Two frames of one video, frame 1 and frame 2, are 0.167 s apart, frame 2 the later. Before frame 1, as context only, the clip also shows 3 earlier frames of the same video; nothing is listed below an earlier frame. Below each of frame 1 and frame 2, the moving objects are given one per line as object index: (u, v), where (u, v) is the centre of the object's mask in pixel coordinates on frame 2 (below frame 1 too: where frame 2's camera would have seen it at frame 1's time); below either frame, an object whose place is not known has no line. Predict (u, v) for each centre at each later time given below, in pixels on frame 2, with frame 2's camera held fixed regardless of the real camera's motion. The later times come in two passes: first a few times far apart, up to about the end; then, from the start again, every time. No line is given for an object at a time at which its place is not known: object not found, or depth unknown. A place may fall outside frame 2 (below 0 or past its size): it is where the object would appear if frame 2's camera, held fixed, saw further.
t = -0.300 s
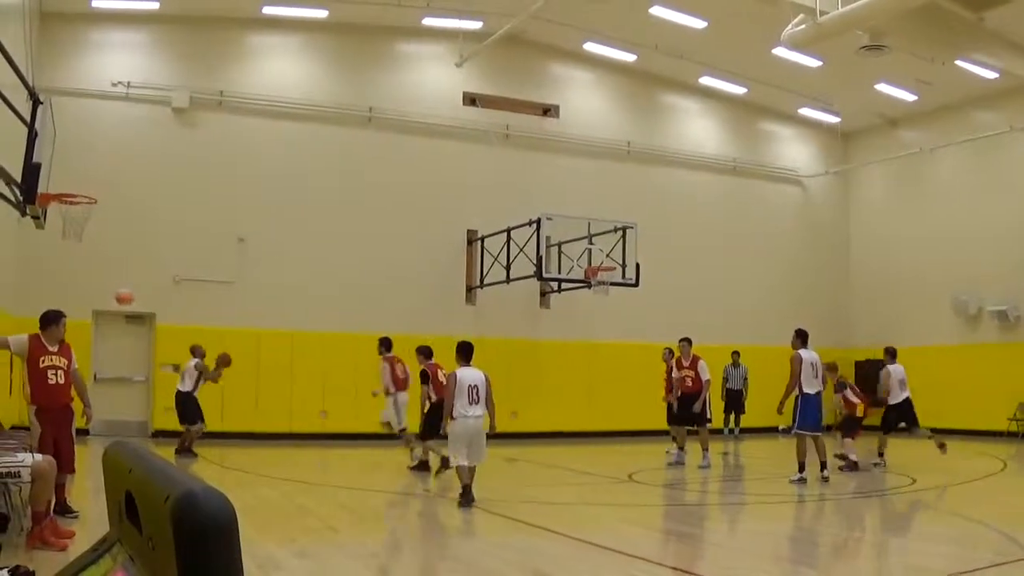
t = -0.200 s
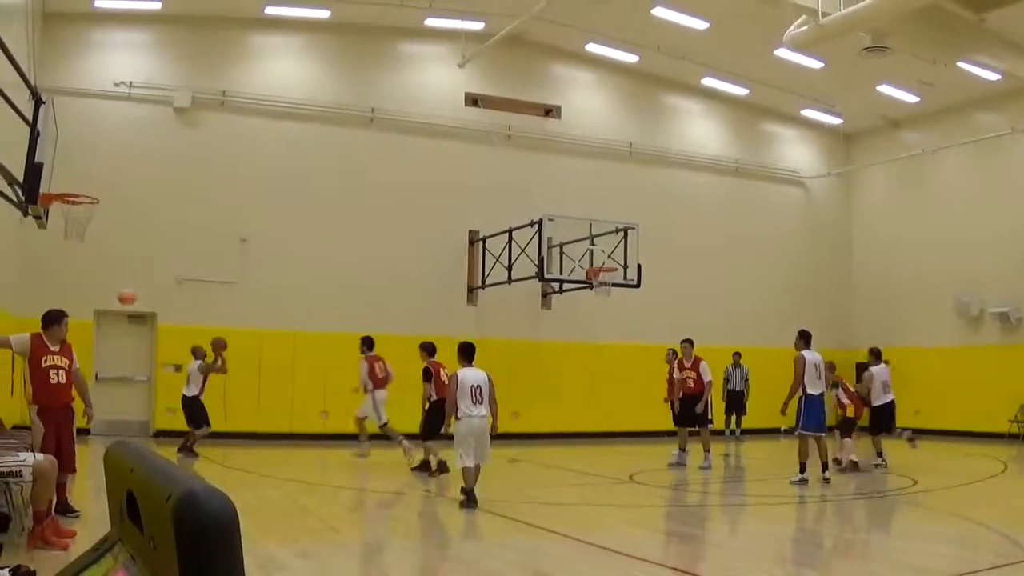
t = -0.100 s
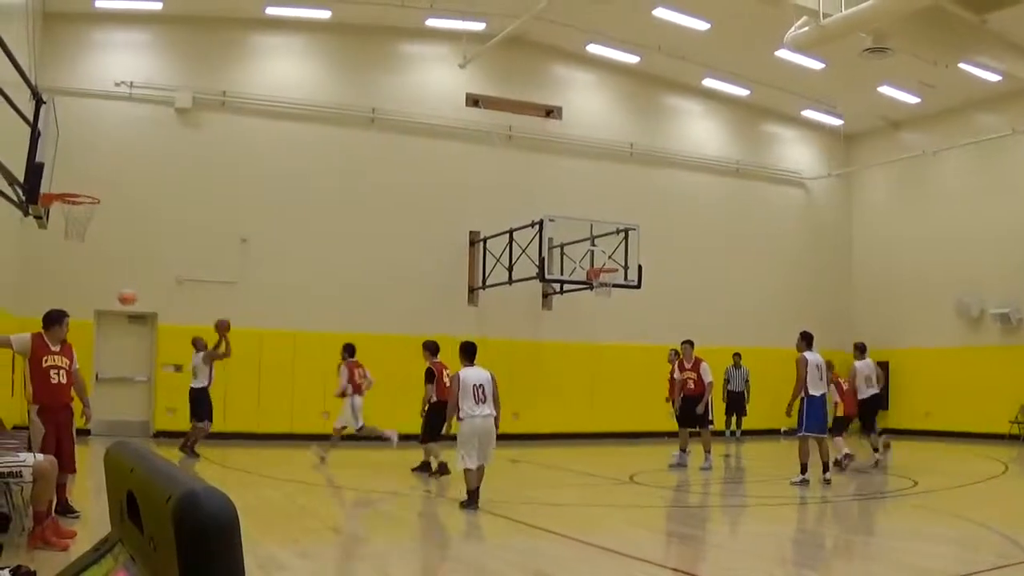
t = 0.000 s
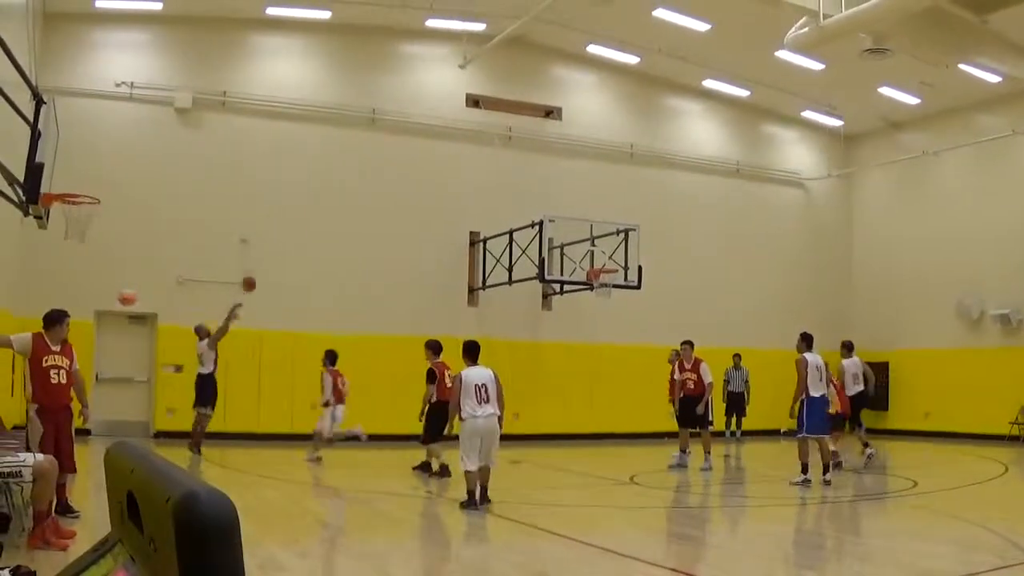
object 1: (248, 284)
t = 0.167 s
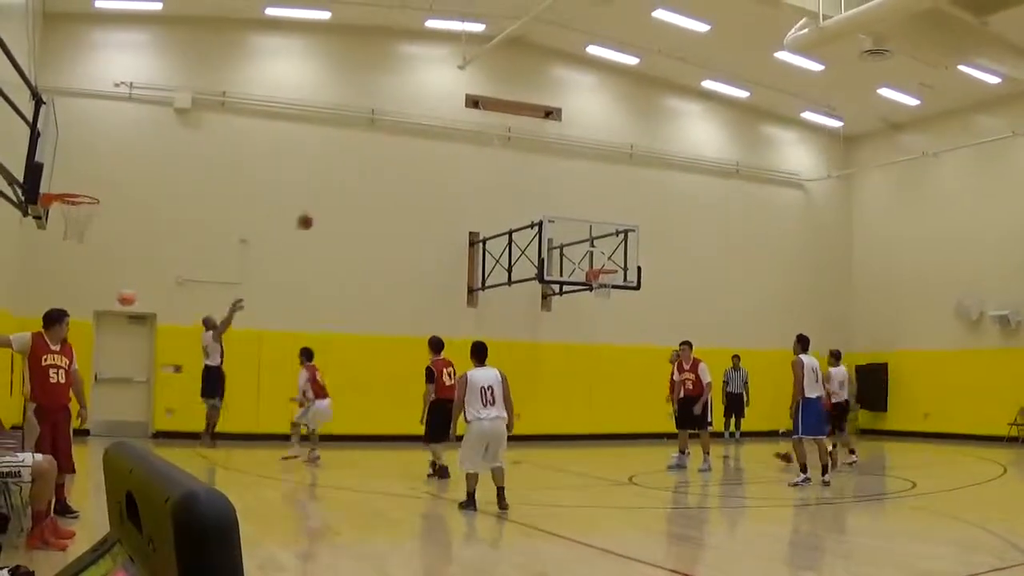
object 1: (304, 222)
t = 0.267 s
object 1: (338, 194)
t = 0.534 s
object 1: (420, 155)
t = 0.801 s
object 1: (495, 161)
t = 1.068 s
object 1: (563, 209)
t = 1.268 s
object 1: (609, 270)
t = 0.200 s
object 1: (316, 211)
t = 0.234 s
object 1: (327, 202)
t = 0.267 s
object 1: (338, 194)
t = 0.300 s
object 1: (348, 186)
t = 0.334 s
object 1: (359, 180)
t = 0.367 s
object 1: (369, 174)
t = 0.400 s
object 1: (379, 168)
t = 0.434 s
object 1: (390, 164)
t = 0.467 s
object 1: (400, 160)
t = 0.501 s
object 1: (410, 157)
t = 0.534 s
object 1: (420, 155)
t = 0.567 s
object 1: (429, 153)
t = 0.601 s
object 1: (439, 152)
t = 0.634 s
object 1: (448, 152)
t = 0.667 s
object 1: (458, 153)
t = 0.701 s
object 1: (467, 154)
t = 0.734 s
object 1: (476, 155)
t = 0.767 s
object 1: (485, 158)
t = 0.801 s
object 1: (495, 161)
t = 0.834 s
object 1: (504, 165)
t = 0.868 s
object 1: (512, 169)
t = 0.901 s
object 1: (521, 175)
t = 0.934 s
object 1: (529, 180)
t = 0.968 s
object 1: (538, 186)
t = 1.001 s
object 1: (546, 193)
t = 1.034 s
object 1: (555, 201)
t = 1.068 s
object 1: (563, 209)
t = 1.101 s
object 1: (572, 218)
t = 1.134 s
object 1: (579, 228)
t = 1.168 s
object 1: (586, 237)
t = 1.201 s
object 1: (596, 248)
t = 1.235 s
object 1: (601, 260)
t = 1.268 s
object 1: (609, 270)
